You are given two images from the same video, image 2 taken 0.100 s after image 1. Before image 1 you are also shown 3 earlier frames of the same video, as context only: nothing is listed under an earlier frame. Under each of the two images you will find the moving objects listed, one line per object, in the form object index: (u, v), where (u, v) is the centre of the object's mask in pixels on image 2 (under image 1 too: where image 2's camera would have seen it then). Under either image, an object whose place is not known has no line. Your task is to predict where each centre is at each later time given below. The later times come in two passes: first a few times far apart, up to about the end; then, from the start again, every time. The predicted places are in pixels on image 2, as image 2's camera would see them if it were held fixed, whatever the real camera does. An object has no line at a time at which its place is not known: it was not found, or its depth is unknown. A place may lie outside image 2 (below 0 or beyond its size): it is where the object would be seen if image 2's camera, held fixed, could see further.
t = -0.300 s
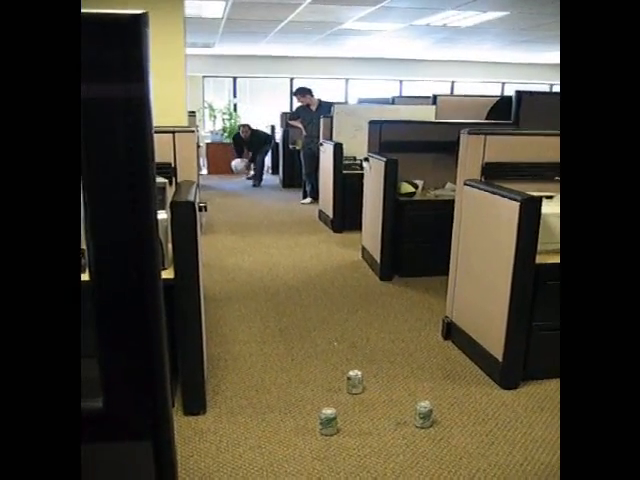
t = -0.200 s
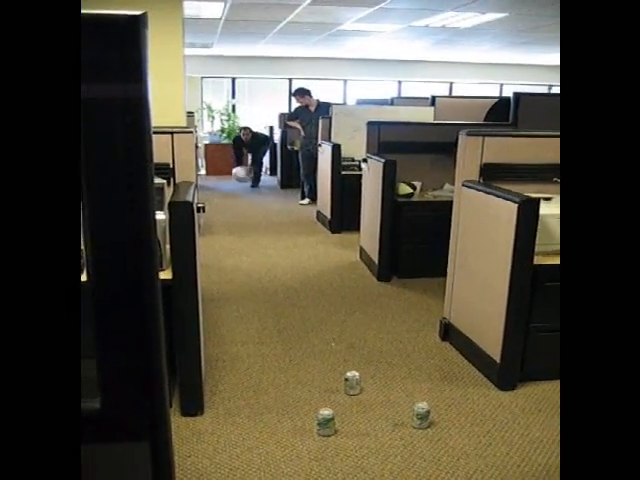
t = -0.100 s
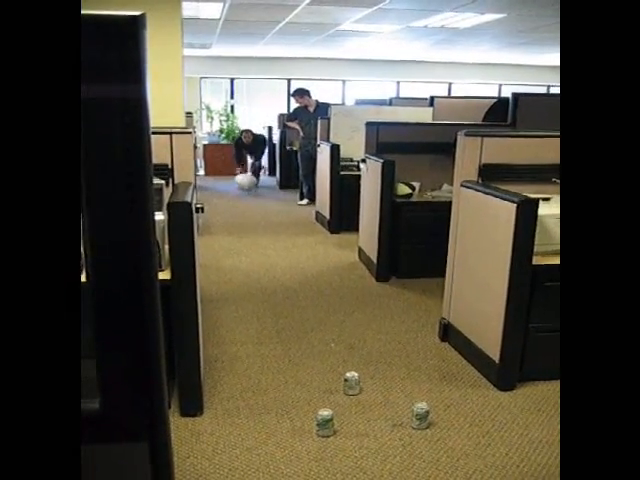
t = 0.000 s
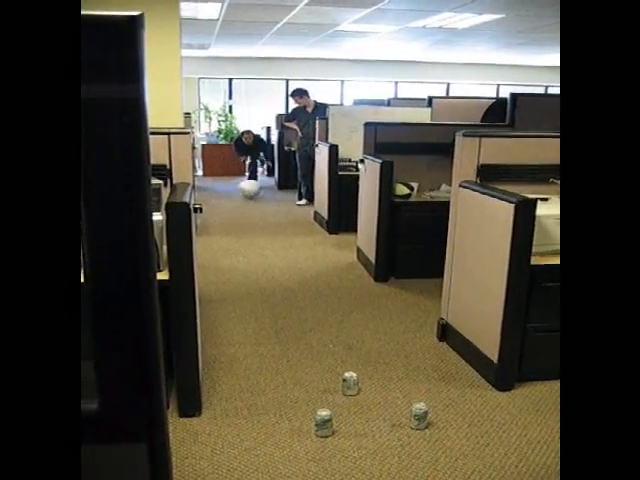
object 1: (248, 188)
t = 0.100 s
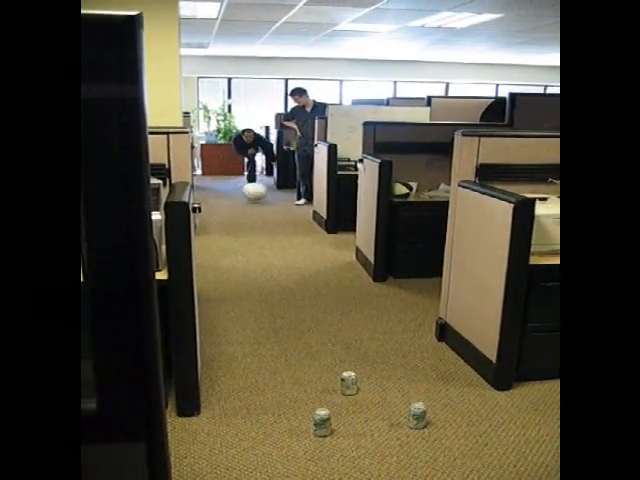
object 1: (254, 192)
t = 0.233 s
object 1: (263, 198)
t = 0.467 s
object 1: (280, 208)
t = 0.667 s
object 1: (294, 224)
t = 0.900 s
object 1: (310, 235)
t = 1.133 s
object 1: (326, 255)
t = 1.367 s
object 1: (356, 283)
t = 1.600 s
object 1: (396, 311)
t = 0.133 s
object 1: (257, 195)
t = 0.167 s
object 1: (259, 197)
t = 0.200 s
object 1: (261, 197)
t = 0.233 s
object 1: (263, 198)
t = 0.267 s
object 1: (266, 197)
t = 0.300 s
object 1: (268, 198)
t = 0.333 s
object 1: (271, 201)
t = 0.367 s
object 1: (273, 204)
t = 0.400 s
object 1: (276, 209)
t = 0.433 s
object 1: (279, 209)
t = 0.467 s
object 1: (280, 208)
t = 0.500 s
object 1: (283, 208)
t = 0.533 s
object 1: (284, 209)
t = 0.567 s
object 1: (287, 211)
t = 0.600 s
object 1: (290, 214)
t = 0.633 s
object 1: (292, 218)
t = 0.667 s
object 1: (294, 224)
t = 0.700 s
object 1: (297, 224)
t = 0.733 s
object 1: (298, 223)
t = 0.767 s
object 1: (300, 223)
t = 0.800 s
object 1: (302, 225)
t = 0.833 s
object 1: (305, 227)
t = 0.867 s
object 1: (307, 230)
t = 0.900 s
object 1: (310, 235)
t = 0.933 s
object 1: (312, 241)
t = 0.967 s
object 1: (315, 244)
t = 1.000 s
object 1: (317, 244)
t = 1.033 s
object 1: (319, 245)
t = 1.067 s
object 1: (322, 247)
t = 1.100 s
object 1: (324, 250)
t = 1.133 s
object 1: (326, 255)
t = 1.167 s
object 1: (329, 261)
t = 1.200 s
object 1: (333, 264)
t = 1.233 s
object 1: (337, 267)
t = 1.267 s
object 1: (340, 271)
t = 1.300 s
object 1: (345, 275)
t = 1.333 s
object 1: (350, 279)
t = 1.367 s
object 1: (356, 283)
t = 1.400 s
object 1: (360, 286)
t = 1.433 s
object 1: (364, 289)
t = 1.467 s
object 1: (371, 294)
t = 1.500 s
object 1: (376, 300)
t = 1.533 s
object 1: (382, 304)
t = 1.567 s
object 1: (390, 309)
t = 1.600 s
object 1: (396, 311)
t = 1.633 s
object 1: (401, 315)
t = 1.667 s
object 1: (408, 321)
